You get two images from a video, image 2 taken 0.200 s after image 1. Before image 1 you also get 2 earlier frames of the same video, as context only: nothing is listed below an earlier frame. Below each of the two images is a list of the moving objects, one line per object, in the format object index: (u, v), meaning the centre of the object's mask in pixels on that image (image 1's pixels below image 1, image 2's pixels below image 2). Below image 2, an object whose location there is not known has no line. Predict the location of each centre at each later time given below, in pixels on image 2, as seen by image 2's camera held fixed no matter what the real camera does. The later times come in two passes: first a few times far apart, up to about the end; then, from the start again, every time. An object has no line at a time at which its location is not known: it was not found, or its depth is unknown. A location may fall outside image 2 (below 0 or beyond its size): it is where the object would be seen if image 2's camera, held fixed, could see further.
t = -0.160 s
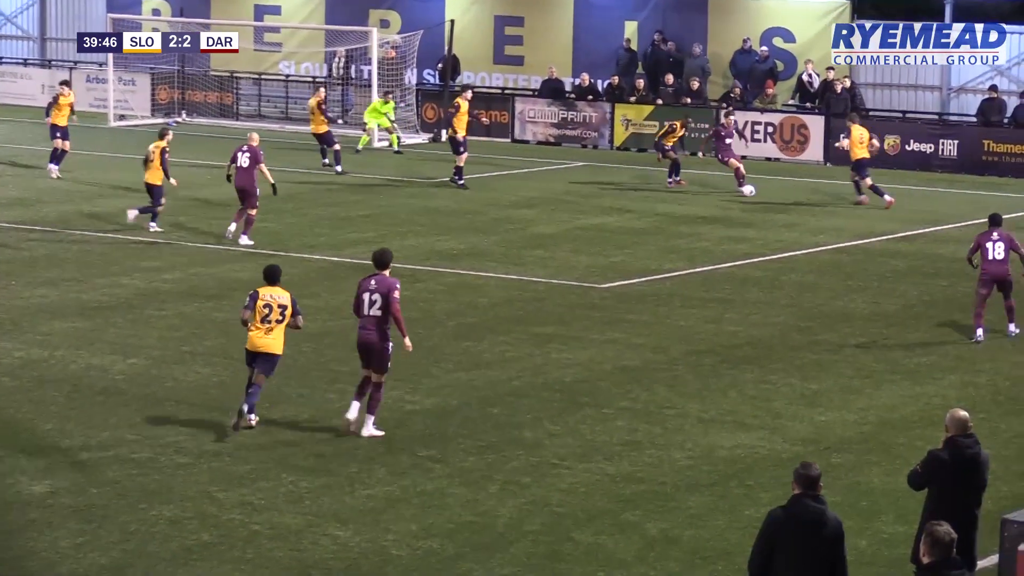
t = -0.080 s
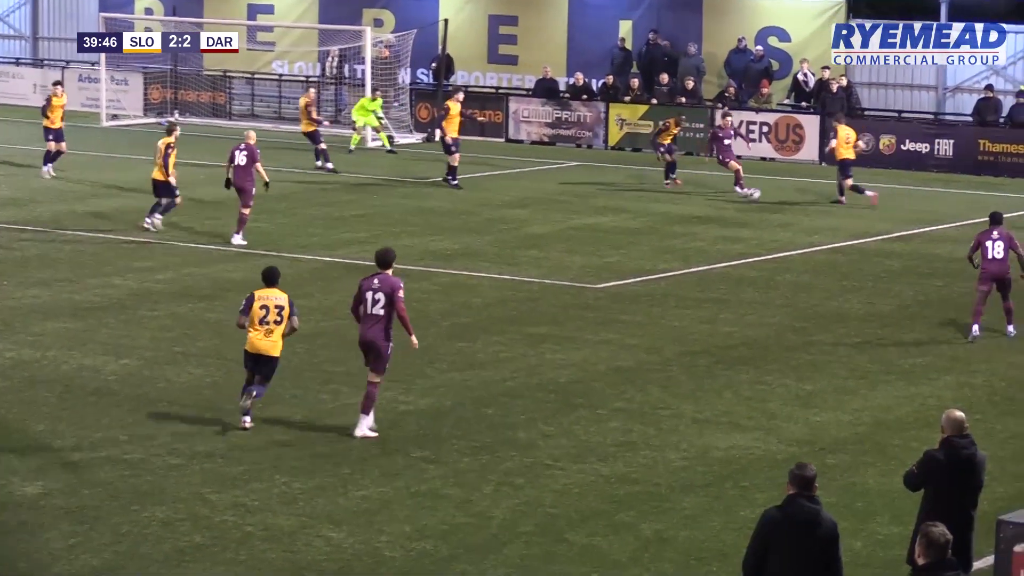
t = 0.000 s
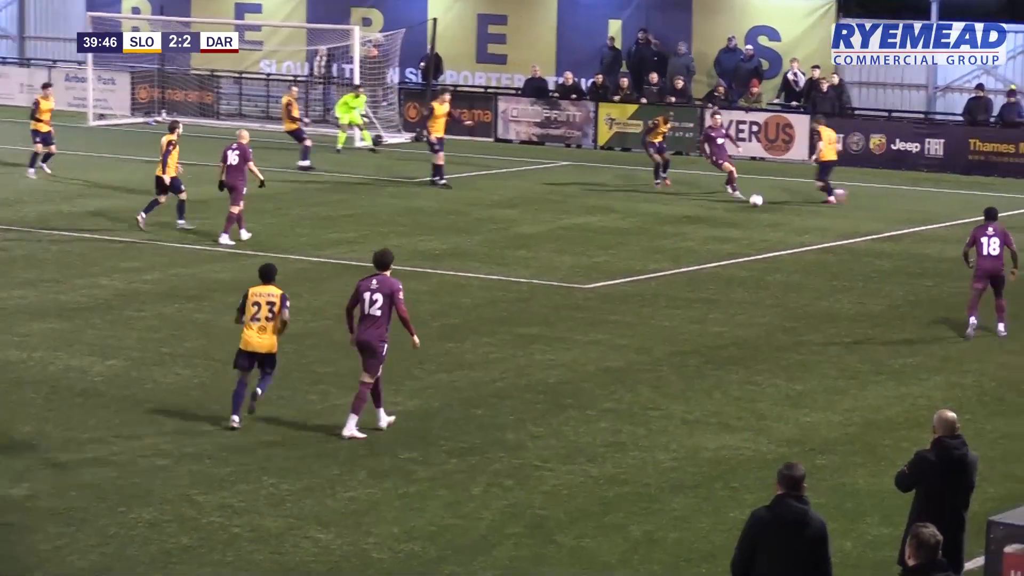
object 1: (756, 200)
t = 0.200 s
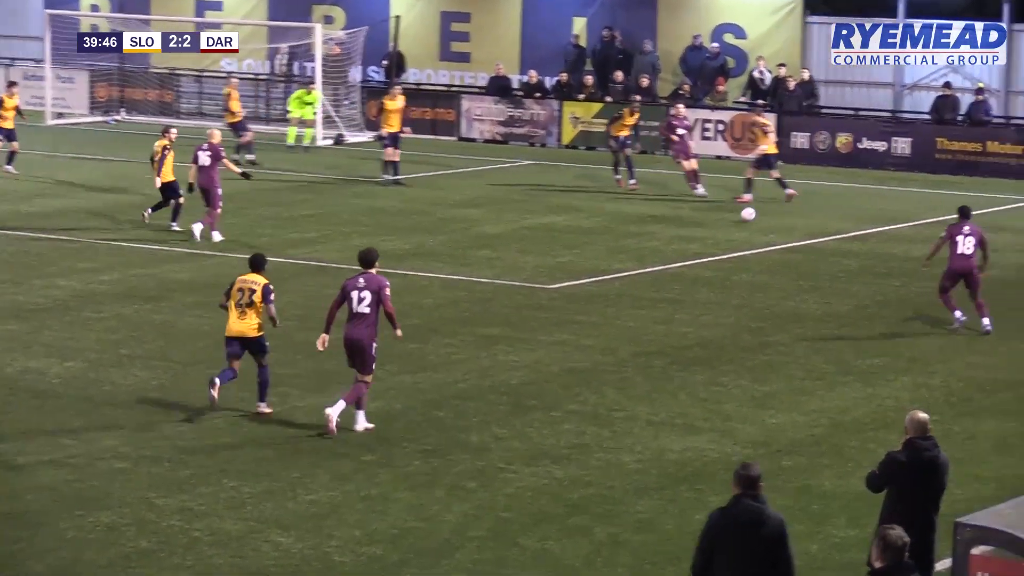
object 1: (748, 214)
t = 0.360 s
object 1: (767, 226)
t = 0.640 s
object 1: (796, 247)
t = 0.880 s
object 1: (815, 262)
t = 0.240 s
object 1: (753, 218)
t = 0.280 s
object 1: (757, 219)
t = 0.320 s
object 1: (762, 223)
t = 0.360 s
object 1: (767, 226)
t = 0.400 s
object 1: (772, 230)
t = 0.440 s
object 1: (776, 234)
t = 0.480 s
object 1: (781, 236)
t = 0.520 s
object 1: (784, 238)
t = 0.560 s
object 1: (788, 241)
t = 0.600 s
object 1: (792, 245)
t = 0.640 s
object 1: (796, 247)
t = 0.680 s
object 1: (799, 248)
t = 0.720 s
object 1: (803, 251)
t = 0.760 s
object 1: (806, 255)
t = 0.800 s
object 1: (810, 257)
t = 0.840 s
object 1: (812, 259)
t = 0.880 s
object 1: (815, 262)
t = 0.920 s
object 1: (818, 266)
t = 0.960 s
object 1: (821, 267)
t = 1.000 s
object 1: (823, 268)
